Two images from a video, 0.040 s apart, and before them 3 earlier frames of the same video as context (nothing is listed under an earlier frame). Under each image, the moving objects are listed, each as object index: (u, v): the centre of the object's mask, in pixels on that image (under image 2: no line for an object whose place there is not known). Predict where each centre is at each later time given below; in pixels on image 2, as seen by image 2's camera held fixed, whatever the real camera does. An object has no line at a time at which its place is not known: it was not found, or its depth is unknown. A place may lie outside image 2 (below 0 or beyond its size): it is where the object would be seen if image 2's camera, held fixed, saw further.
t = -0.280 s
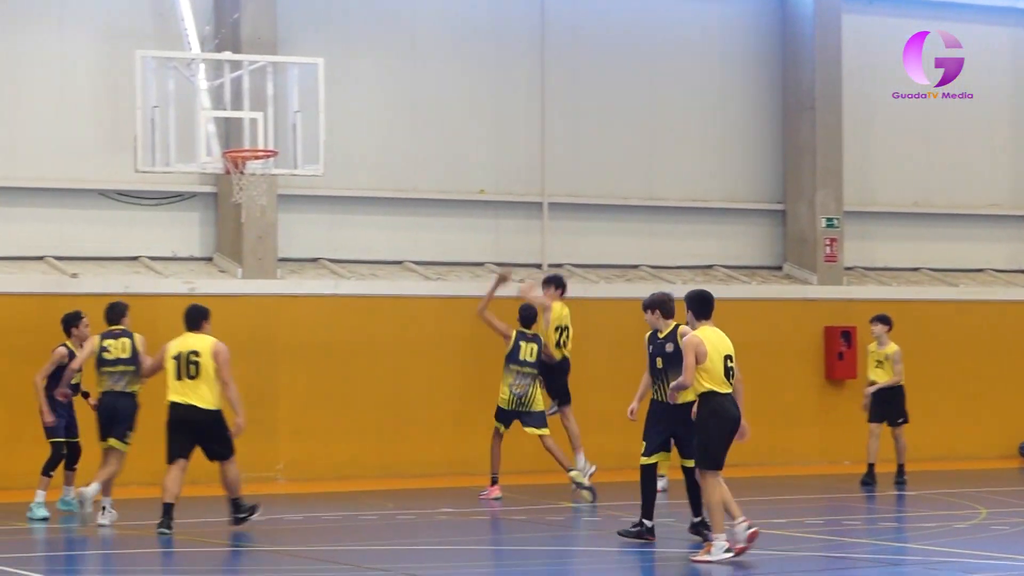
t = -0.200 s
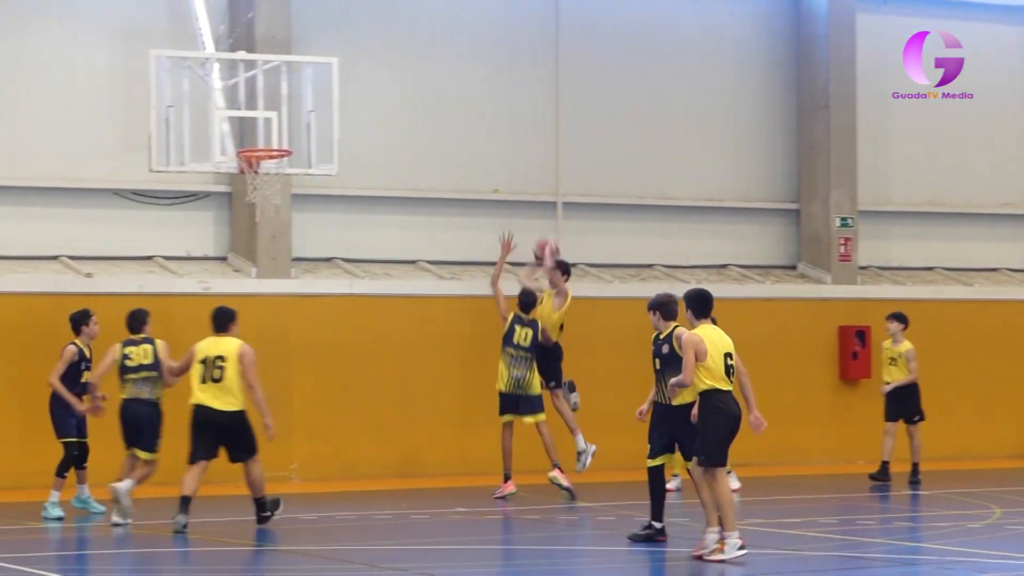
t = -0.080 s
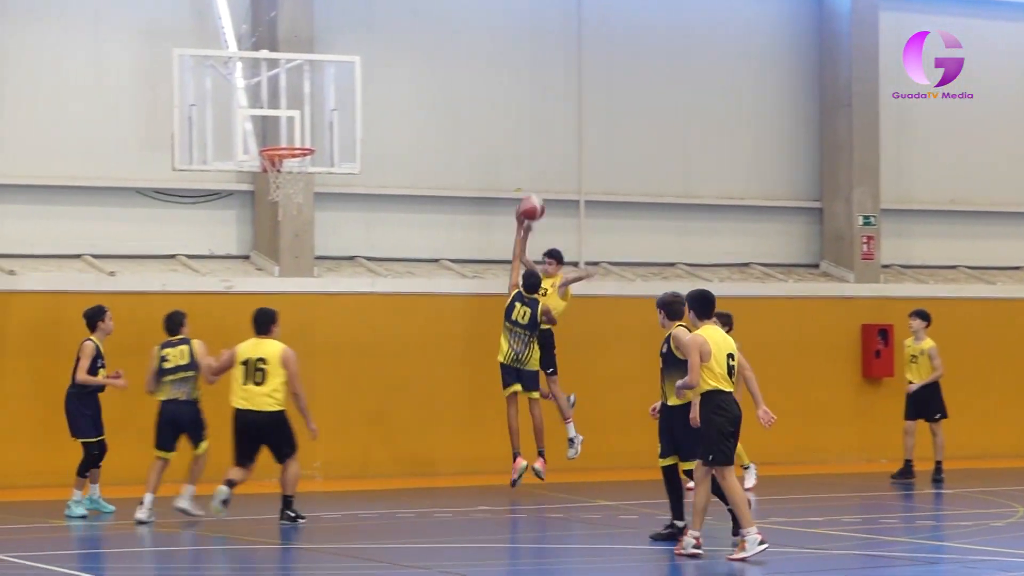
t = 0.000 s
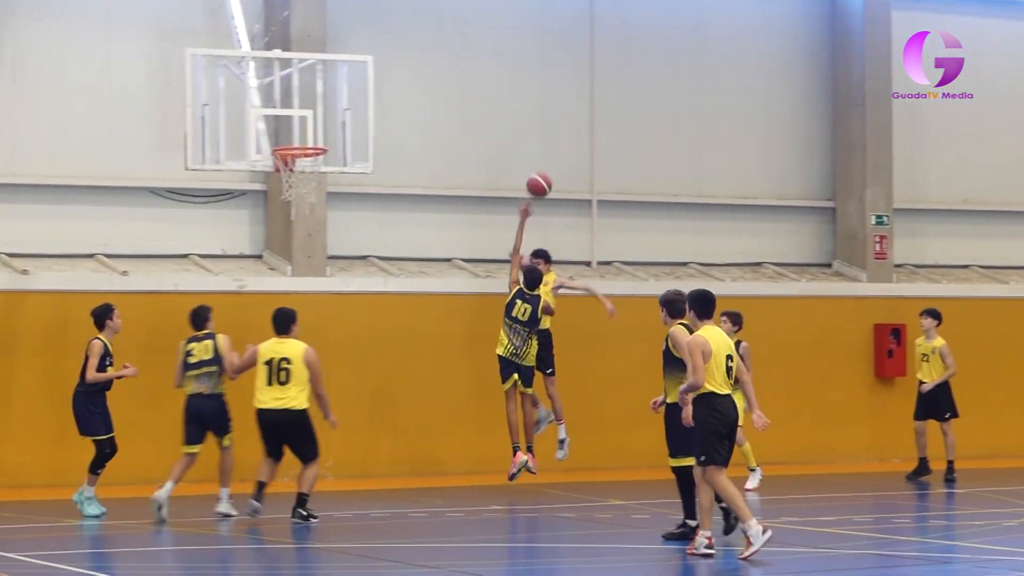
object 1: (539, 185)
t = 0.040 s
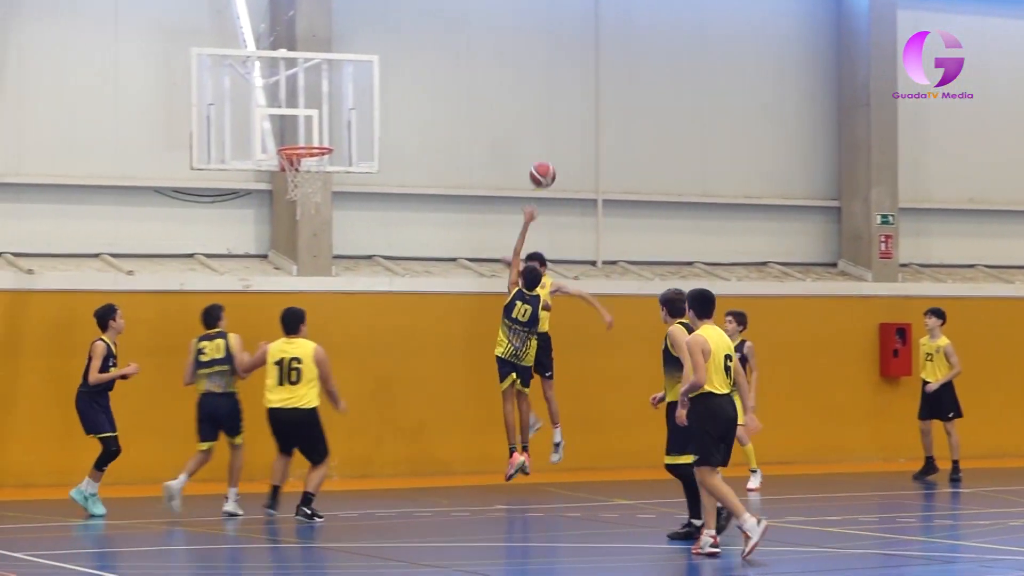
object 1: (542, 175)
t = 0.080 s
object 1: (540, 167)
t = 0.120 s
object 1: (538, 160)
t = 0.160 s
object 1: (536, 155)
